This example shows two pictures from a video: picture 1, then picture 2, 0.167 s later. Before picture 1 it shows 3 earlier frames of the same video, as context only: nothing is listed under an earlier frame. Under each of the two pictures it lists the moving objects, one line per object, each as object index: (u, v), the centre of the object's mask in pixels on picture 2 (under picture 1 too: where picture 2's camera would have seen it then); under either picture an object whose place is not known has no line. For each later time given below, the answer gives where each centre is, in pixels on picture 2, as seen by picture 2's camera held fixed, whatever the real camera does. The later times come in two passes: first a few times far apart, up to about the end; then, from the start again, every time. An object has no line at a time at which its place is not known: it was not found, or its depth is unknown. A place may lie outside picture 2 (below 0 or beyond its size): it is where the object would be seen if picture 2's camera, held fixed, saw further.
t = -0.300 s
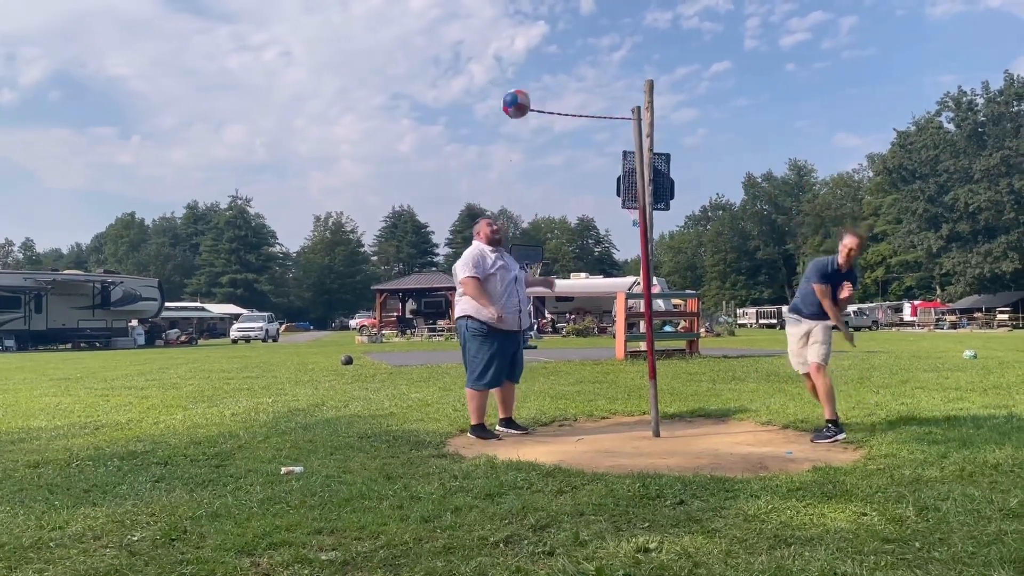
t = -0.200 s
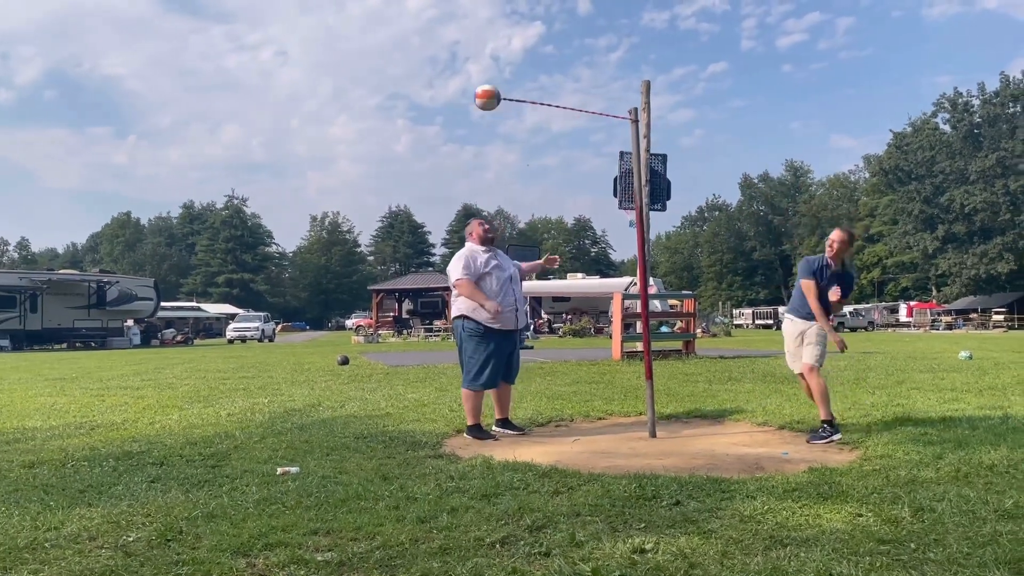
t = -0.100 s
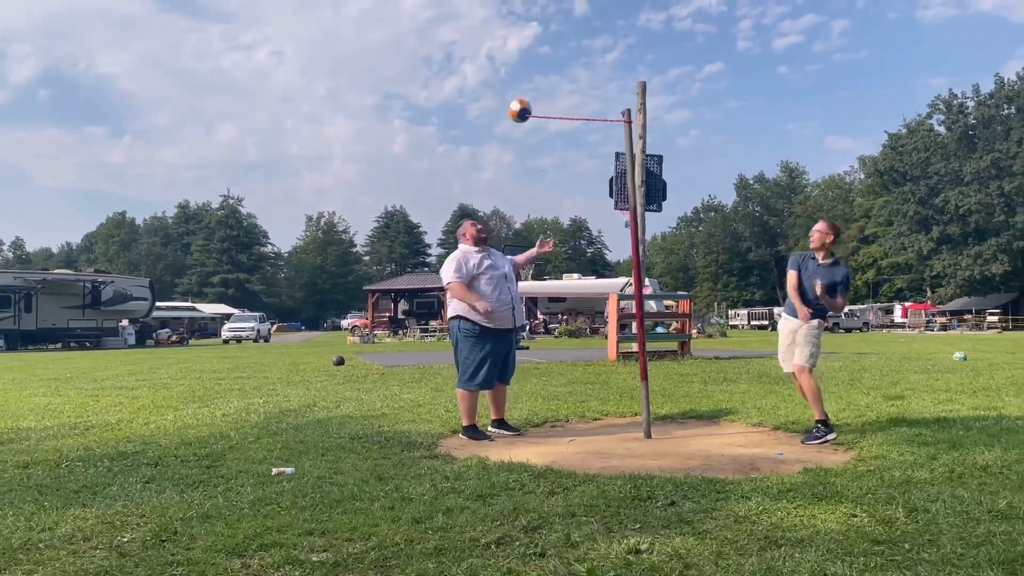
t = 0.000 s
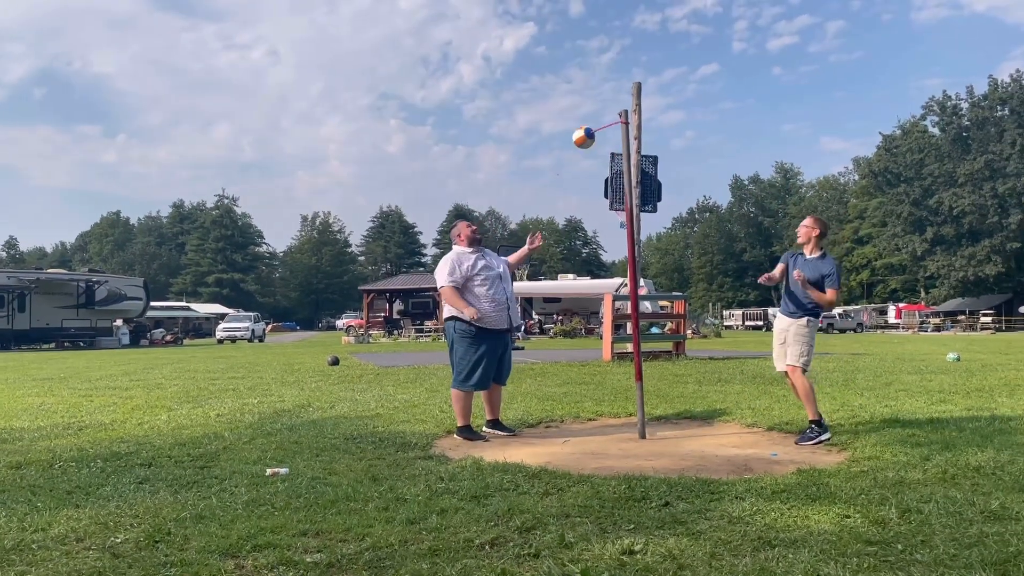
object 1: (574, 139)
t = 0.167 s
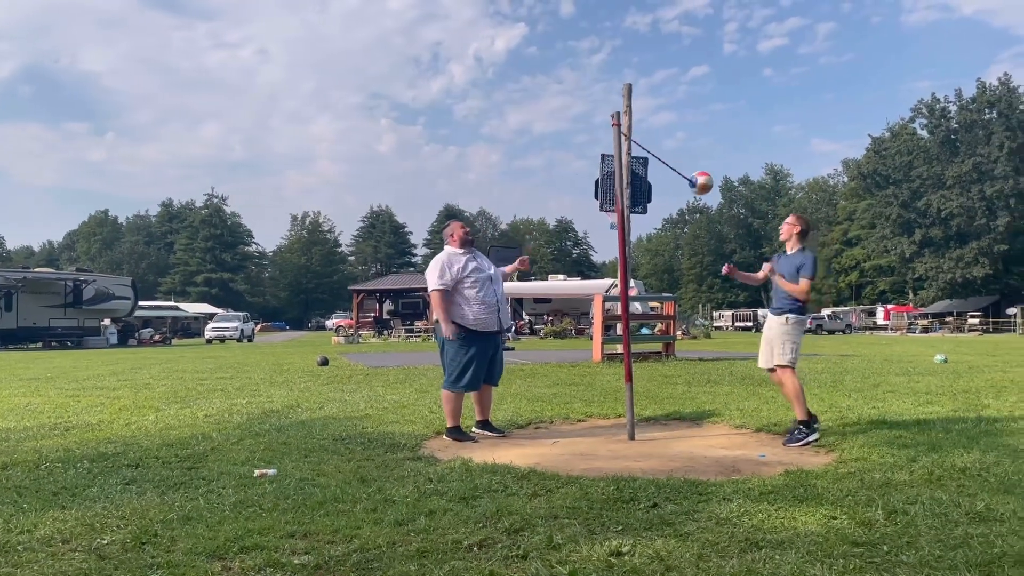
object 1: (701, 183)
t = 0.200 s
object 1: (719, 189)
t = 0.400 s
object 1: (675, 167)
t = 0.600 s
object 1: (513, 108)
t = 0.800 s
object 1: (529, 132)
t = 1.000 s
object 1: (647, 184)
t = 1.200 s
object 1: (700, 181)
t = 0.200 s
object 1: (719, 189)
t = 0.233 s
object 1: (729, 192)
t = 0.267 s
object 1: (735, 194)
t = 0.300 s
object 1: (734, 192)
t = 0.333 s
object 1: (723, 188)
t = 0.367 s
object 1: (702, 178)
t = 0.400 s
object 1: (675, 167)
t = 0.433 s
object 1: (643, 154)
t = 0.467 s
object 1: (610, 140)
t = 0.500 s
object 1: (578, 130)
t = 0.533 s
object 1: (550, 120)
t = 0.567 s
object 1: (527, 112)
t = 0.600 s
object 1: (513, 108)
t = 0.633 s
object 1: (503, 107)
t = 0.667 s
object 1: (500, 108)
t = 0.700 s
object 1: (502, 112)
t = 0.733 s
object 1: (508, 117)
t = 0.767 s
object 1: (517, 124)
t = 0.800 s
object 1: (529, 132)
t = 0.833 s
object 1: (545, 140)
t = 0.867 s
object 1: (564, 149)
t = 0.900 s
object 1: (584, 159)
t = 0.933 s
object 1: (604, 168)
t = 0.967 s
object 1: (629, 178)
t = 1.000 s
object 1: (647, 184)
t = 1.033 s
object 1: (668, 191)
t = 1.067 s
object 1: (685, 195)
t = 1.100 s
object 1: (697, 195)
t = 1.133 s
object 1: (704, 193)
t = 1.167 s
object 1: (705, 189)
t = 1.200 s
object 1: (700, 181)
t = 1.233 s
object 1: (688, 170)
